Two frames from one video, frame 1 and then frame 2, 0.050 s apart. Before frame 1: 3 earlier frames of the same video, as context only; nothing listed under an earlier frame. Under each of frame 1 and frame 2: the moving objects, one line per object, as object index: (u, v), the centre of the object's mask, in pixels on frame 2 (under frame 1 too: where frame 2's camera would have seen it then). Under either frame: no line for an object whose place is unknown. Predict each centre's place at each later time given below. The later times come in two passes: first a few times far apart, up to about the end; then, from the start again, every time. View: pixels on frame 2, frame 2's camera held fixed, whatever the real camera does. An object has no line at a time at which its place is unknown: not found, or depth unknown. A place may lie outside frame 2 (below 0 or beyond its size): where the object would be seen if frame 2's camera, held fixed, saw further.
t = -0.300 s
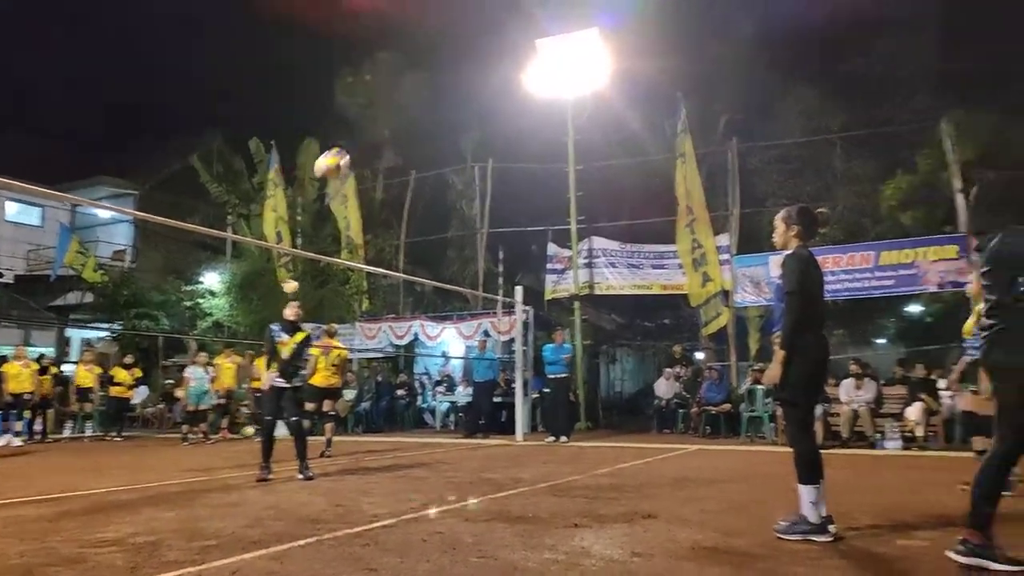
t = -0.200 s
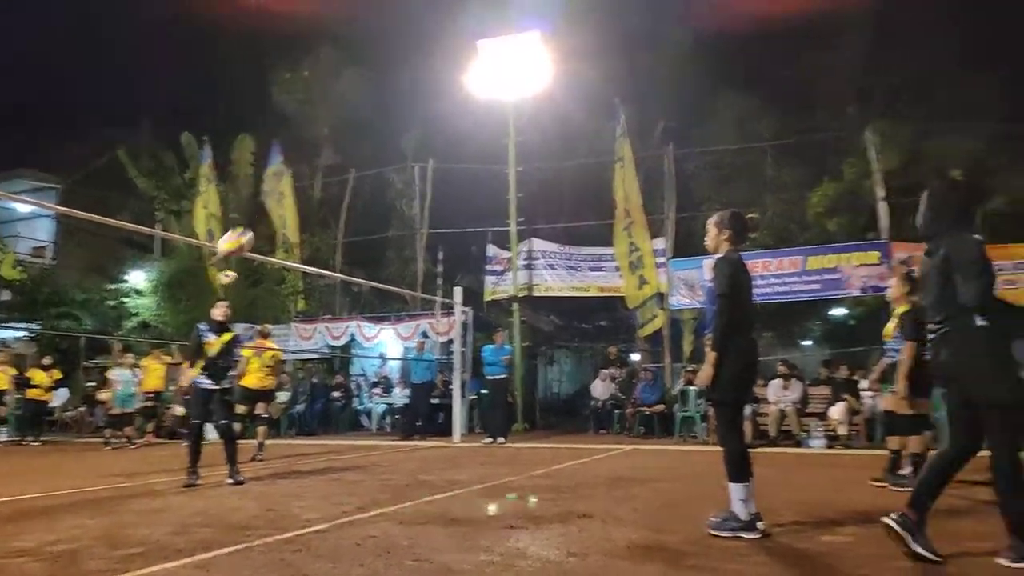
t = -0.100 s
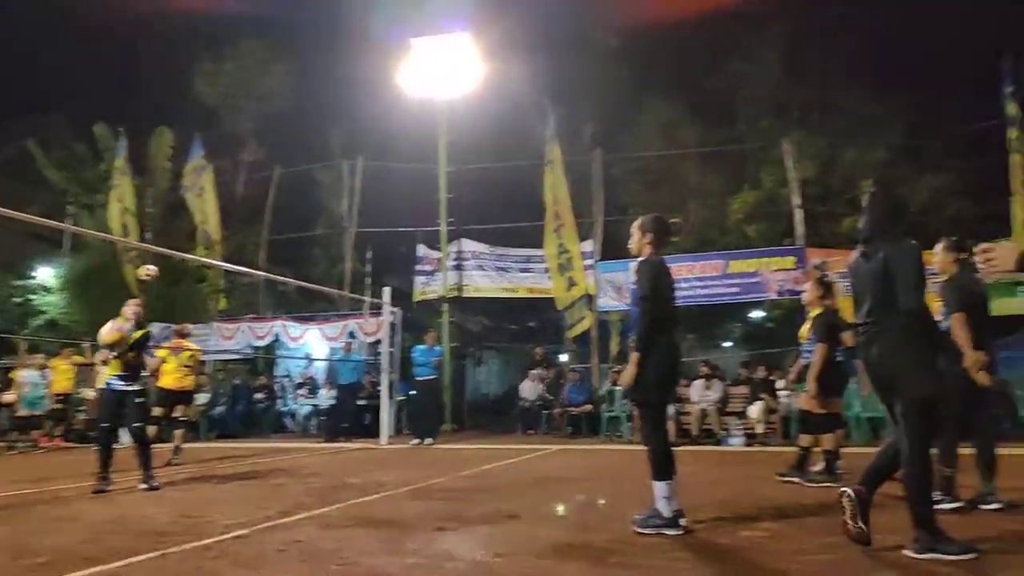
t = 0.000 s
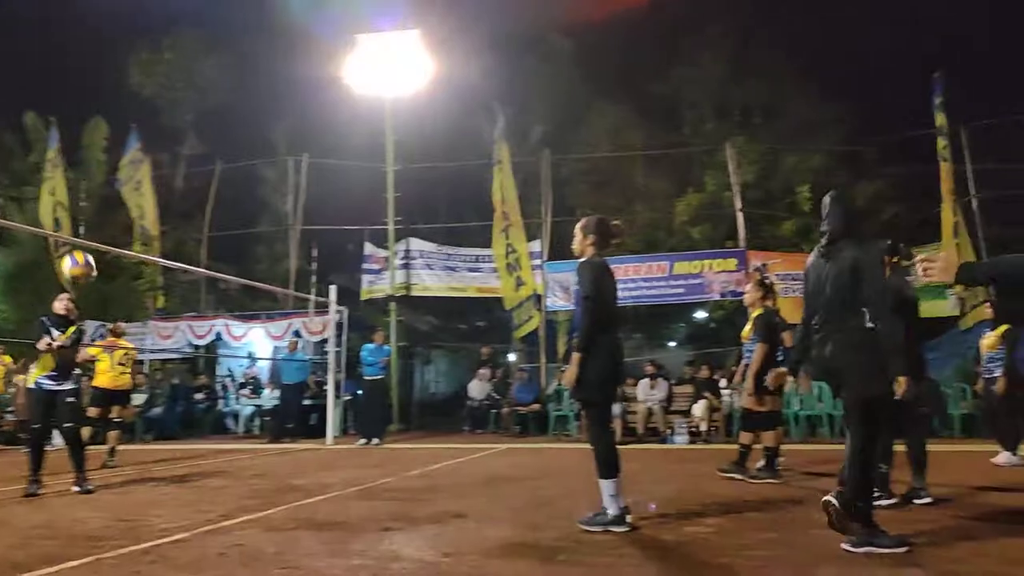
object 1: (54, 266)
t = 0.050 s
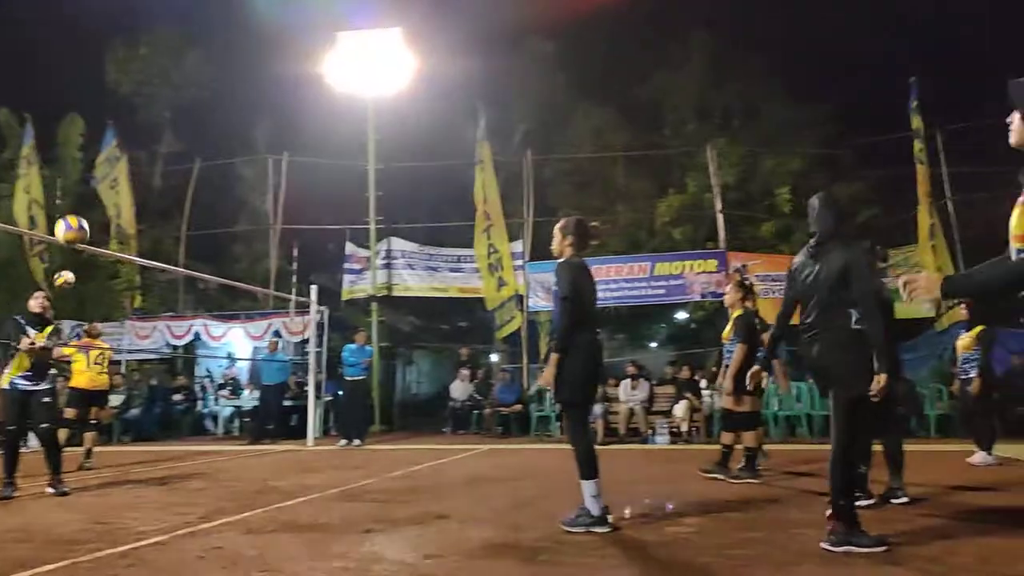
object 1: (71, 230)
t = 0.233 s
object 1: (134, 130)
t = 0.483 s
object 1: (217, 58)
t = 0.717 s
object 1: (294, 63)
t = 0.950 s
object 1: (383, 159)
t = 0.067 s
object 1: (77, 219)
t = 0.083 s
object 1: (83, 209)
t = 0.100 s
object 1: (88, 198)
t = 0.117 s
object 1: (94, 189)
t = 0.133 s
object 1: (100, 180)
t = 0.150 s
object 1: (106, 170)
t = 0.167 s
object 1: (112, 161)
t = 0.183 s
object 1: (118, 152)
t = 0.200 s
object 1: (123, 145)
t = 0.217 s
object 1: (129, 137)
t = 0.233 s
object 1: (134, 130)
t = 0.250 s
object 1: (140, 123)
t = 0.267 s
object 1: (146, 116)
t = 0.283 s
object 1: (151, 109)
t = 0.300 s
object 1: (157, 103)
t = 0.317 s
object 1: (163, 97)
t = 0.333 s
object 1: (168, 92)
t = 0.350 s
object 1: (173, 87)
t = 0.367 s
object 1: (179, 81)
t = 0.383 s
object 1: (184, 77)
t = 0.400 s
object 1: (190, 73)
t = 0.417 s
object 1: (196, 69)
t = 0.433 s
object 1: (201, 66)
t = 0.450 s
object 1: (206, 63)
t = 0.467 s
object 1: (212, 60)
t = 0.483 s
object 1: (217, 58)
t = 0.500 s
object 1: (223, 56)
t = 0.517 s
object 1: (228, 54)
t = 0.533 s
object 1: (234, 53)
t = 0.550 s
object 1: (239, 52)
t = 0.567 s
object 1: (245, 52)
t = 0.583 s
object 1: (250, 51)
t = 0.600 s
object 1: (256, 51)
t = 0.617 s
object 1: (262, 52)
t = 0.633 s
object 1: (267, 53)
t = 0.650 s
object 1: (273, 55)
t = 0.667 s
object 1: (279, 57)
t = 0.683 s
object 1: (284, 58)
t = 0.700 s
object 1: (289, 60)
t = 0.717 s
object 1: (294, 63)
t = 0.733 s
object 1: (299, 66)
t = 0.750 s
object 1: (303, 70)
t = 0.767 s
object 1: (309, 74)
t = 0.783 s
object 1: (315, 80)
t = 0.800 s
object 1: (320, 87)
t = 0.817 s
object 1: (326, 93)
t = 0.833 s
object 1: (333, 99)
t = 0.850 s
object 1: (339, 104)
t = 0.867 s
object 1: (348, 109)
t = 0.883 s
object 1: (357, 122)
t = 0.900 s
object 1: (362, 129)
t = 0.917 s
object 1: (368, 139)
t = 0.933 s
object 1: (376, 149)
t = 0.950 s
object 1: (383, 159)
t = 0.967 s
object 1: (390, 170)
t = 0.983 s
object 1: (395, 180)
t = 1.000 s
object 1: (403, 192)
